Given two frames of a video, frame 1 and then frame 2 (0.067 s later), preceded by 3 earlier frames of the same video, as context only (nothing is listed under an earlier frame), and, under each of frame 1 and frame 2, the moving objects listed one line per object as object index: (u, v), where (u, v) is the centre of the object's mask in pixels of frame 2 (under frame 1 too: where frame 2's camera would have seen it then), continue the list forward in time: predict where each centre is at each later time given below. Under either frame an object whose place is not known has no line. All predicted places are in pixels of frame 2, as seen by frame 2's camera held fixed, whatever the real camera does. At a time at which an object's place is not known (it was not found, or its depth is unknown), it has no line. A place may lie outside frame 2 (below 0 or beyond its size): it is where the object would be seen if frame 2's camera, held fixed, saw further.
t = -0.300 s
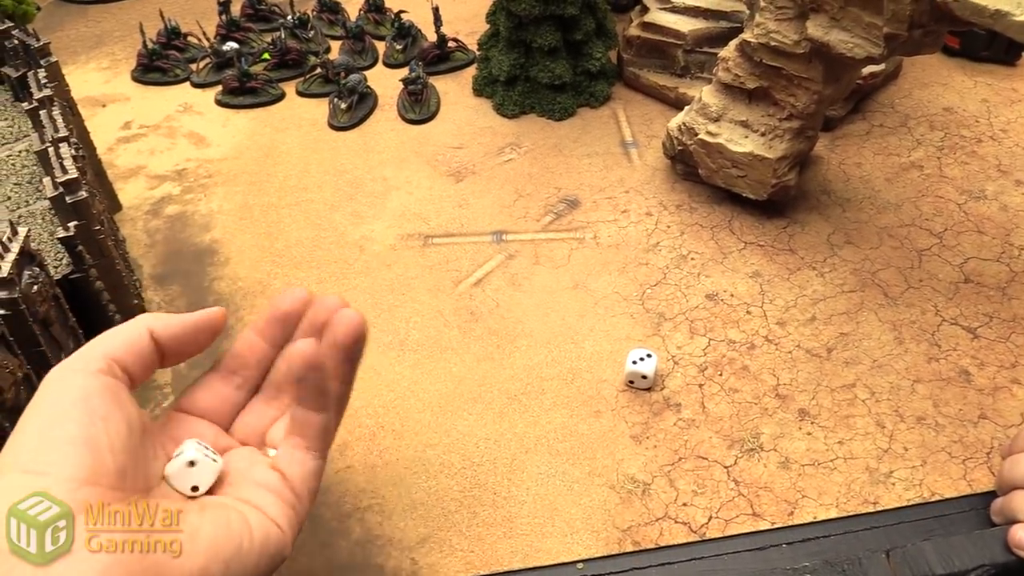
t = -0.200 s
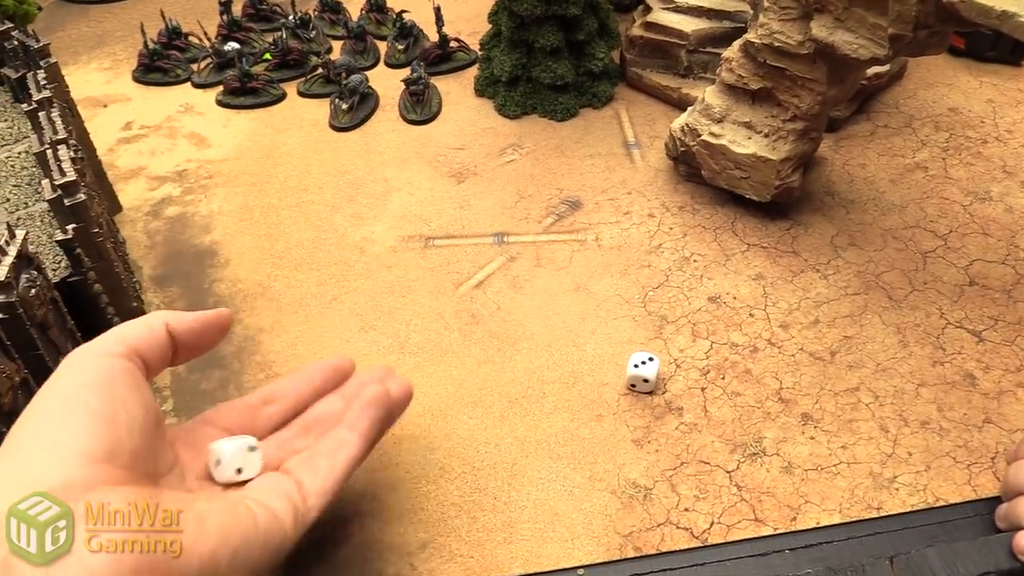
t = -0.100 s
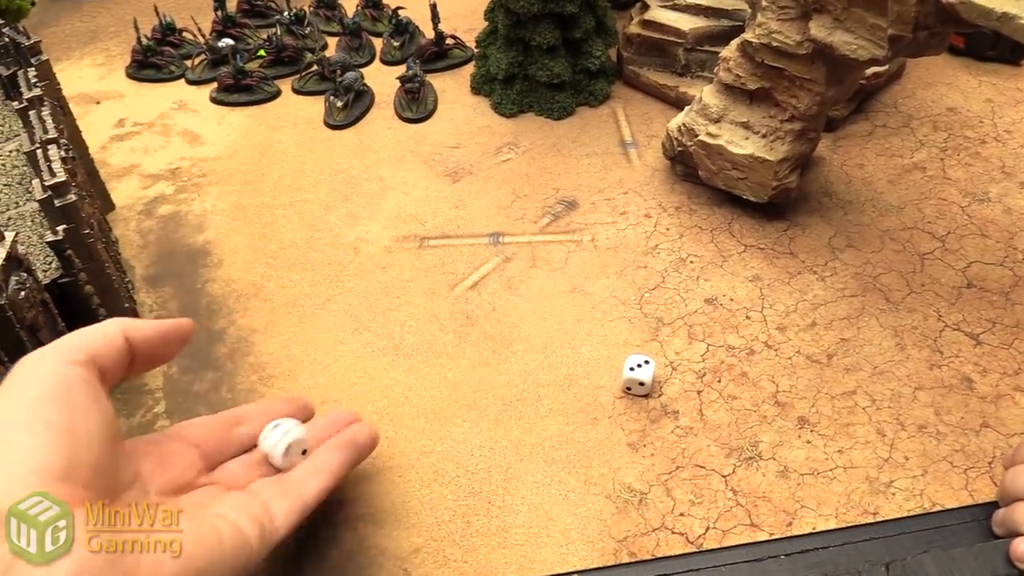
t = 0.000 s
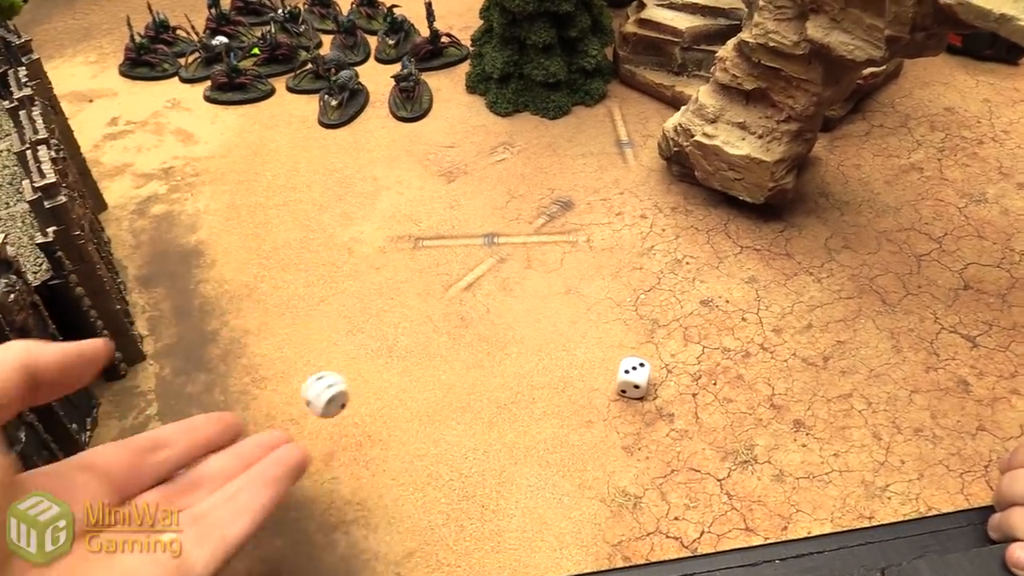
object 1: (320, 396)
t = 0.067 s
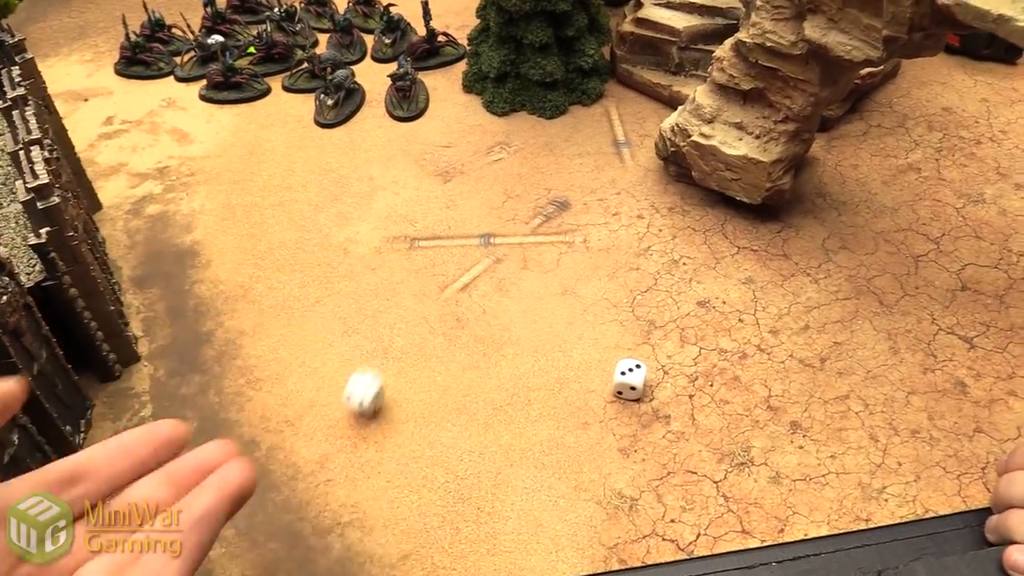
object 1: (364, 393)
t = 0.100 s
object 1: (384, 359)
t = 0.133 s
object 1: (403, 336)
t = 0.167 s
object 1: (421, 313)
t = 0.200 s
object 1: (436, 284)
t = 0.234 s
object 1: (446, 257)
